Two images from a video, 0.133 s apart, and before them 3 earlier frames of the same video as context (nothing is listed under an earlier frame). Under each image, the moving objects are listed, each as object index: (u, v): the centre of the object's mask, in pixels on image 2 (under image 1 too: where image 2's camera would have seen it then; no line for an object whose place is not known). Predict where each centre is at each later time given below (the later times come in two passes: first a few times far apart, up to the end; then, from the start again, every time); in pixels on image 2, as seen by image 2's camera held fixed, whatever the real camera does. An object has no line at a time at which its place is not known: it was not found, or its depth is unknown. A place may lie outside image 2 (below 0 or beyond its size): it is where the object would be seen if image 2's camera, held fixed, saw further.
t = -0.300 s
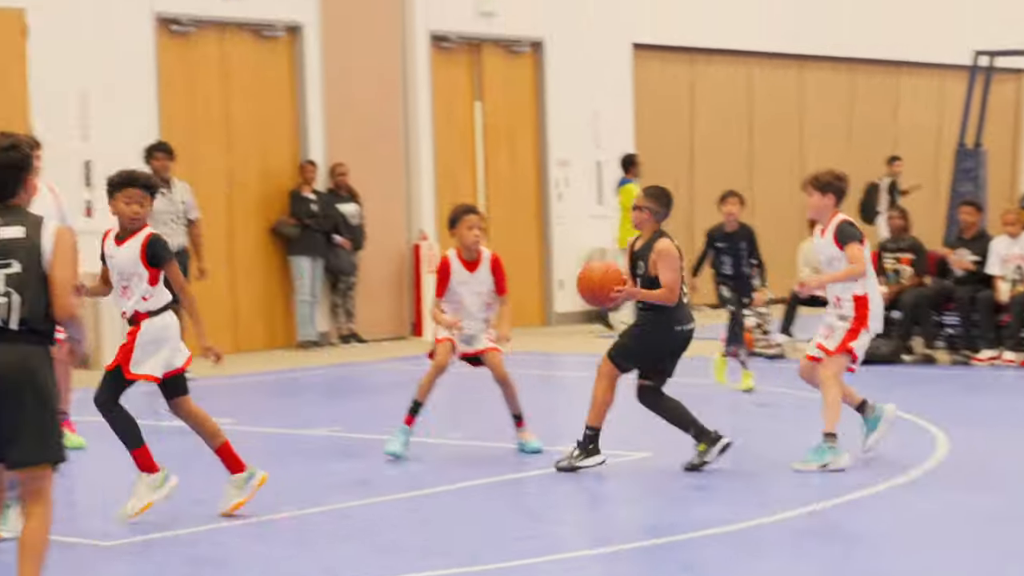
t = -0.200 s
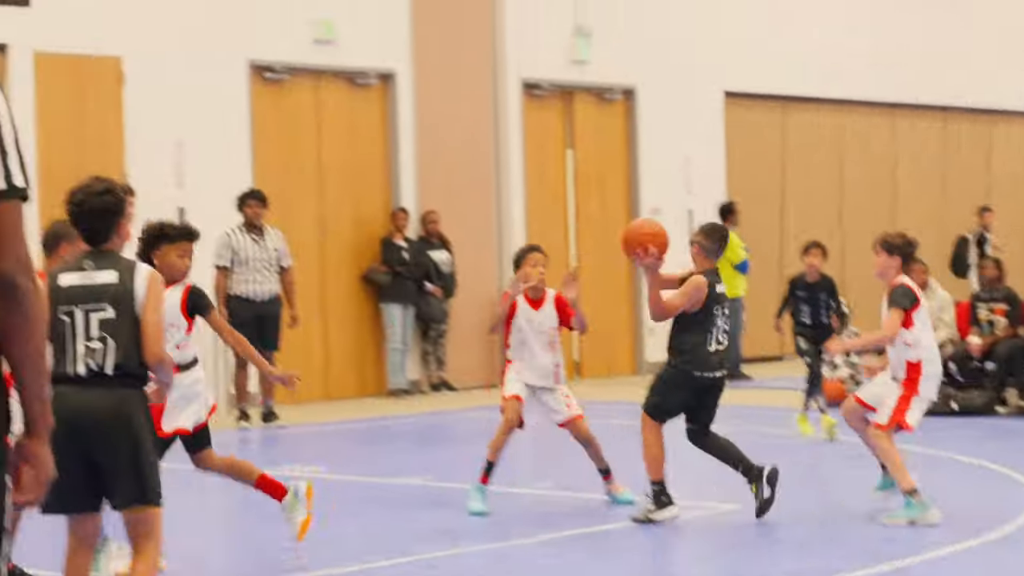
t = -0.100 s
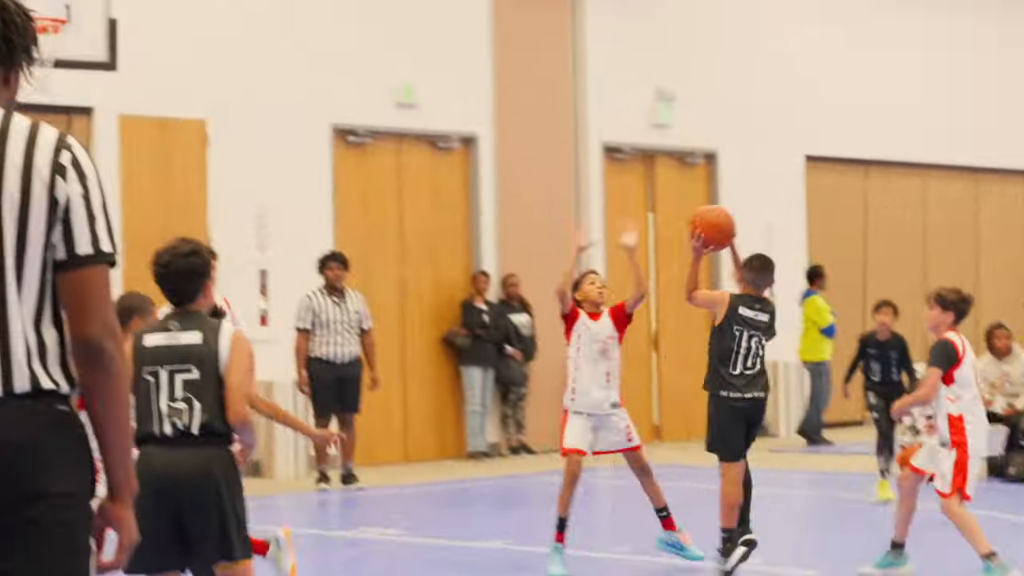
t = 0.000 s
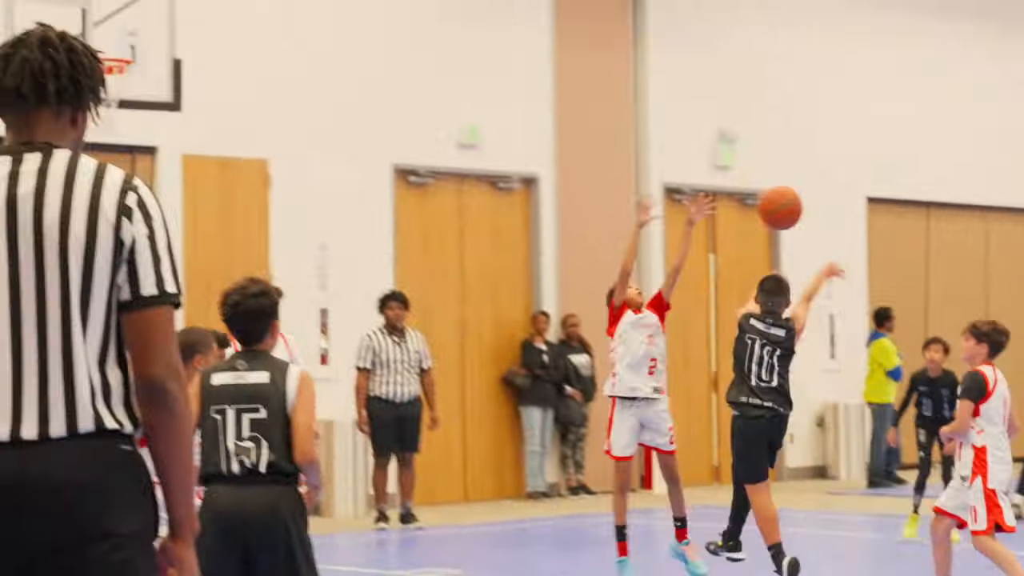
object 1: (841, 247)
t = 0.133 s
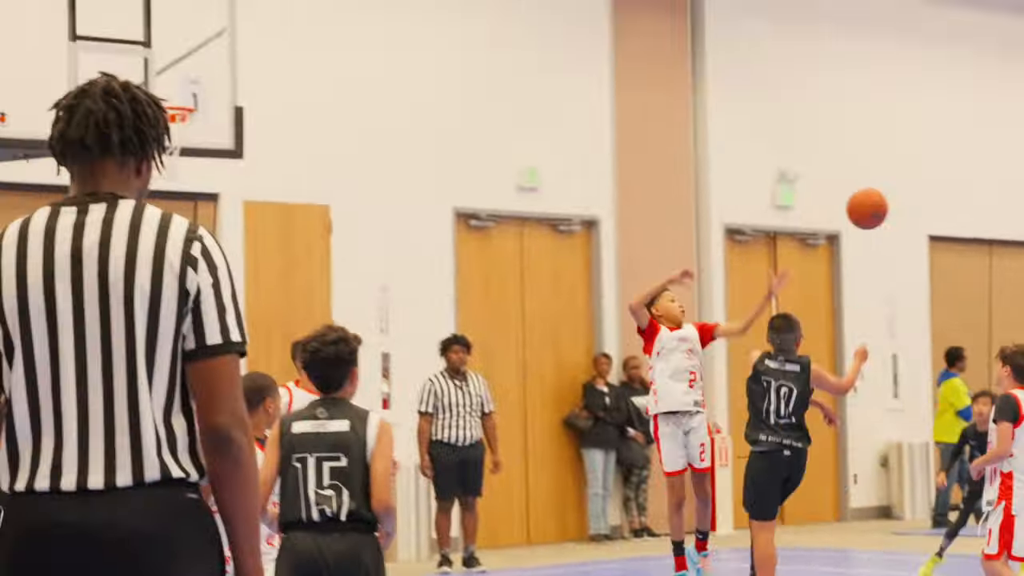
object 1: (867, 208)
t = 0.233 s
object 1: (885, 204)
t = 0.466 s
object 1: (923, 249)
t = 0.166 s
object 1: (873, 206)
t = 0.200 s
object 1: (879, 204)
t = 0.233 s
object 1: (885, 204)
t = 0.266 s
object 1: (891, 206)
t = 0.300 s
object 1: (897, 209)
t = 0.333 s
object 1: (902, 214)
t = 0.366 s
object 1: (907, 220)
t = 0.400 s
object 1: (912, 228)
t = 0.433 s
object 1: (918, 238)
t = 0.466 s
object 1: (923, 249)
